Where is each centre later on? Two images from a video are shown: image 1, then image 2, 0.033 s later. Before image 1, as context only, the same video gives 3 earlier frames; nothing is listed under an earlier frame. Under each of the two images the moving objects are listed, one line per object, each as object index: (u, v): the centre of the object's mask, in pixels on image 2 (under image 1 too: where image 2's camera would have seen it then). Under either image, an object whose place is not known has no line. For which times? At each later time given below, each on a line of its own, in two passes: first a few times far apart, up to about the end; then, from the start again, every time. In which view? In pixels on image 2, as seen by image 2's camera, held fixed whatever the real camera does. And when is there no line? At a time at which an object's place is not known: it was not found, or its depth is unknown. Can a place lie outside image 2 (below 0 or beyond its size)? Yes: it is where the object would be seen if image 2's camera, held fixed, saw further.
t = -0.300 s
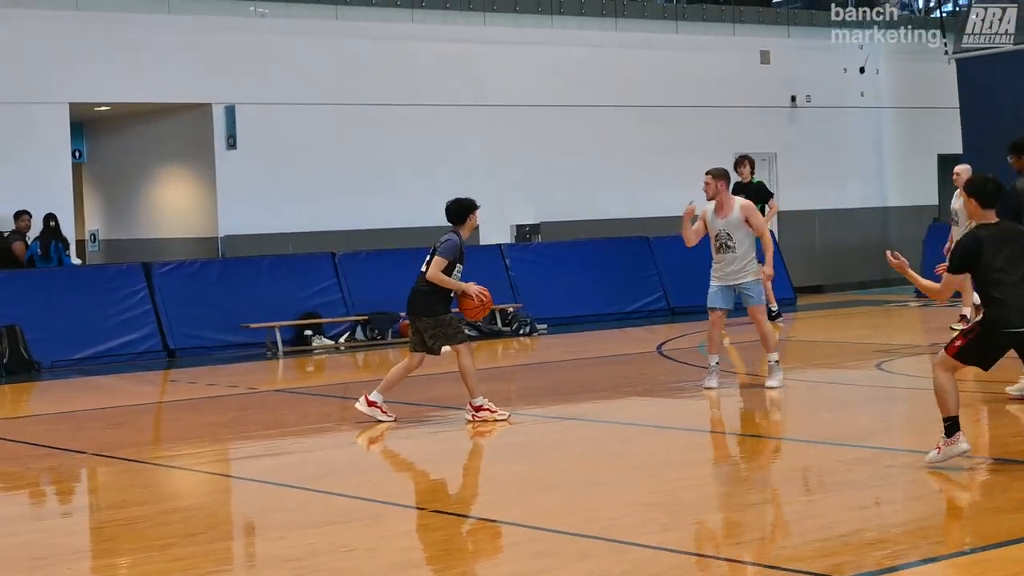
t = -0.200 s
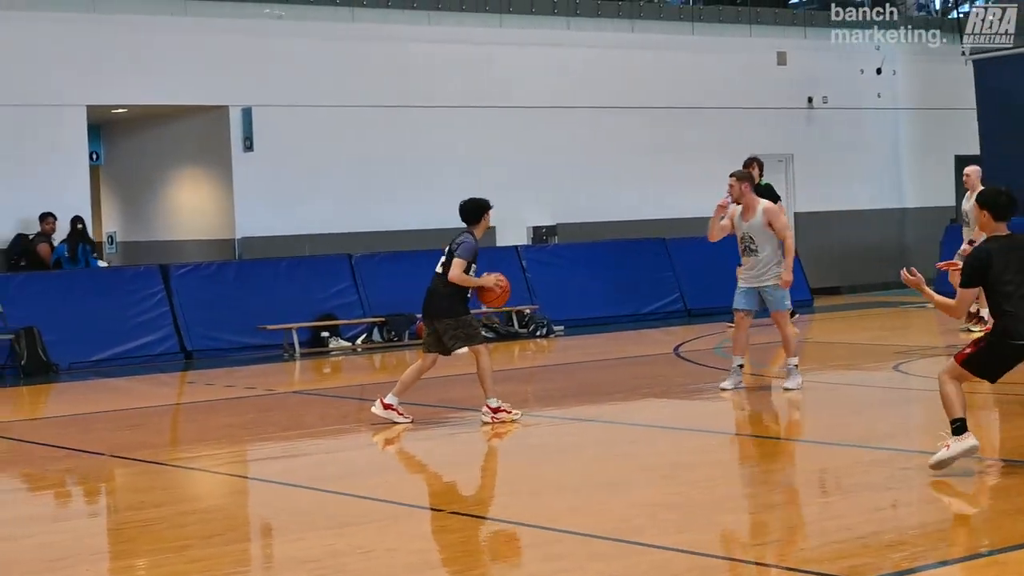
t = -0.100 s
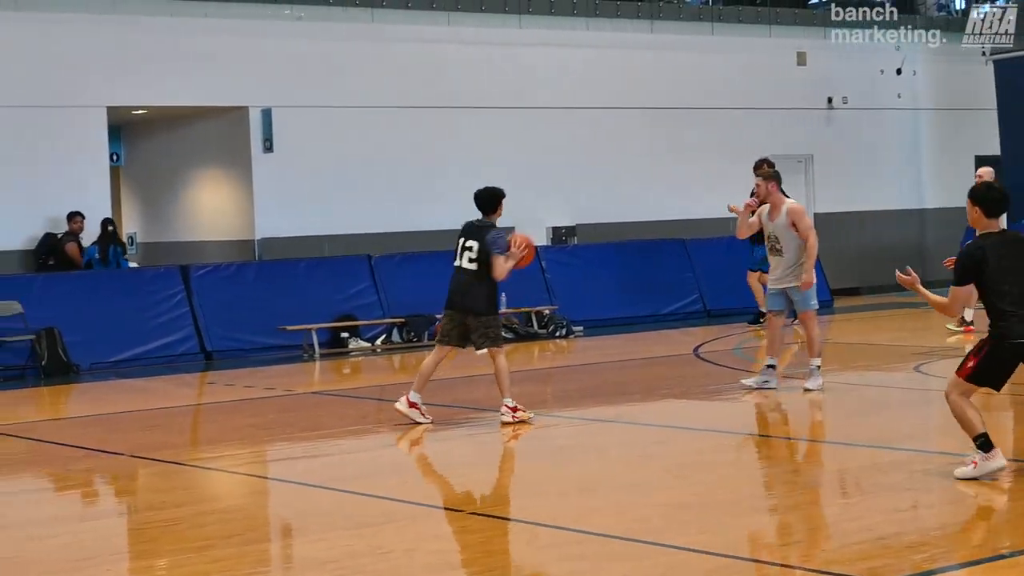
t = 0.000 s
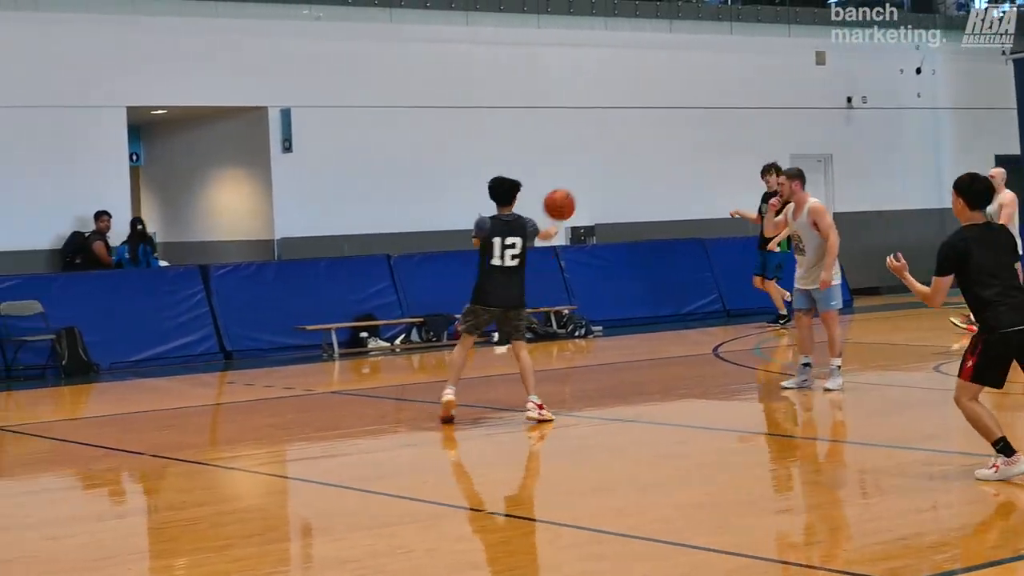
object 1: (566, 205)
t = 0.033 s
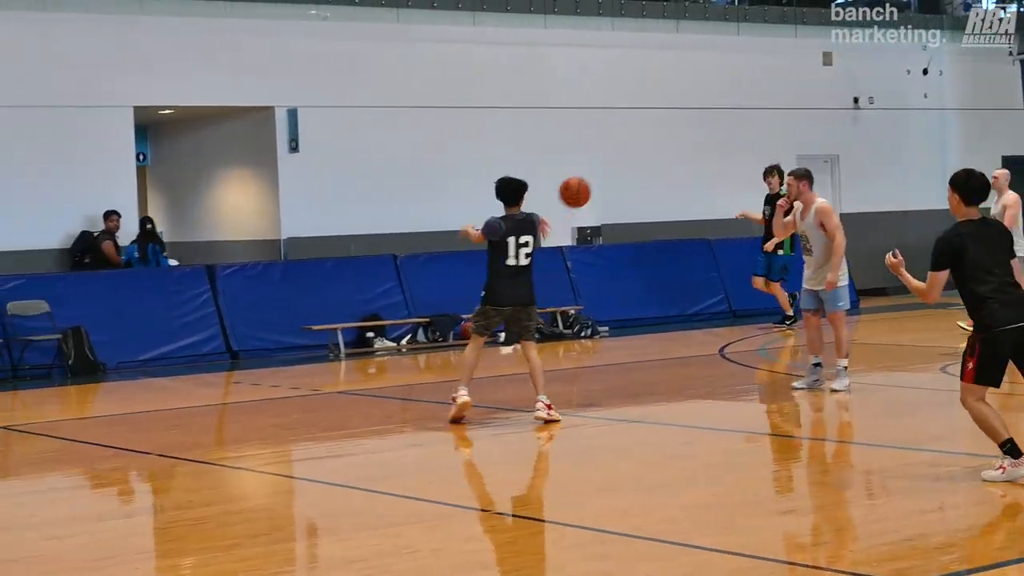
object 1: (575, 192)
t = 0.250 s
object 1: (627, 150)
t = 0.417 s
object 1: (660, 153)
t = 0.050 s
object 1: (579, 186)
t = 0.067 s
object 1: (584, 181)
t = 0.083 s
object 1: (588, 176)
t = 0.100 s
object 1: (592, 172)
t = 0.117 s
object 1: (596, 168)
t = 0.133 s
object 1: (600, 164)
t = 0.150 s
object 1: (604, 161)
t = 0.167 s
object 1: (608, 158)
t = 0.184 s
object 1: (612, 156)
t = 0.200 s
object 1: (616, 154)
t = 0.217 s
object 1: (619, 152)
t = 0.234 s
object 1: (623, 151)
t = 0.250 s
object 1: (627, 150)
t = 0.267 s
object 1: (630, 148)
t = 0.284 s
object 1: (634, 148)
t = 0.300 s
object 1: (638, 147)
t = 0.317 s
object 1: (641, 148)
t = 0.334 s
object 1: (644, 148)
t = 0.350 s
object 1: (648, 148)
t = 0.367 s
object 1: (651, 149)
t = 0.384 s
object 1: (654, 150)
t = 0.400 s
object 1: (657, 151)
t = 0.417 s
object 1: (660, 153)
